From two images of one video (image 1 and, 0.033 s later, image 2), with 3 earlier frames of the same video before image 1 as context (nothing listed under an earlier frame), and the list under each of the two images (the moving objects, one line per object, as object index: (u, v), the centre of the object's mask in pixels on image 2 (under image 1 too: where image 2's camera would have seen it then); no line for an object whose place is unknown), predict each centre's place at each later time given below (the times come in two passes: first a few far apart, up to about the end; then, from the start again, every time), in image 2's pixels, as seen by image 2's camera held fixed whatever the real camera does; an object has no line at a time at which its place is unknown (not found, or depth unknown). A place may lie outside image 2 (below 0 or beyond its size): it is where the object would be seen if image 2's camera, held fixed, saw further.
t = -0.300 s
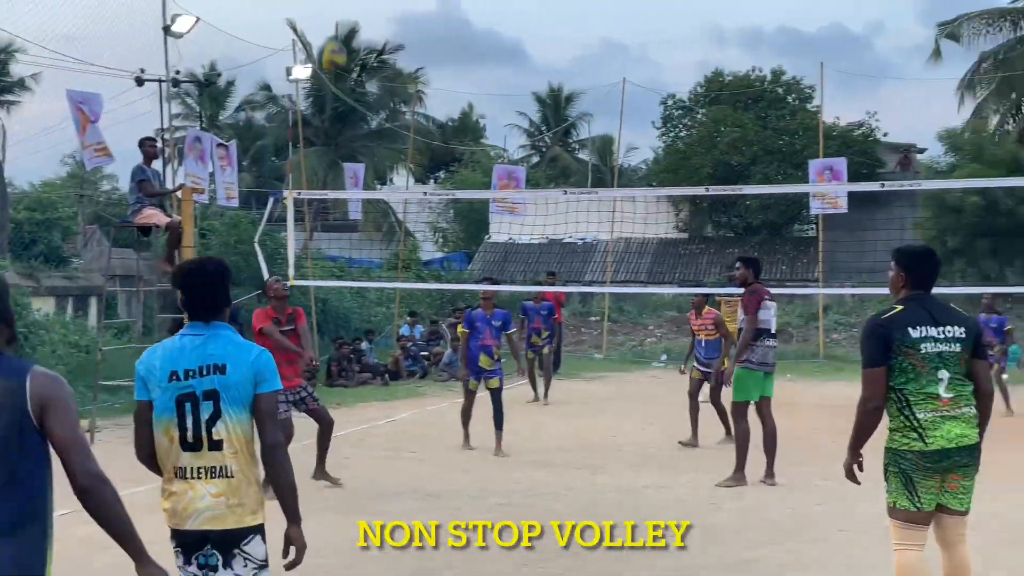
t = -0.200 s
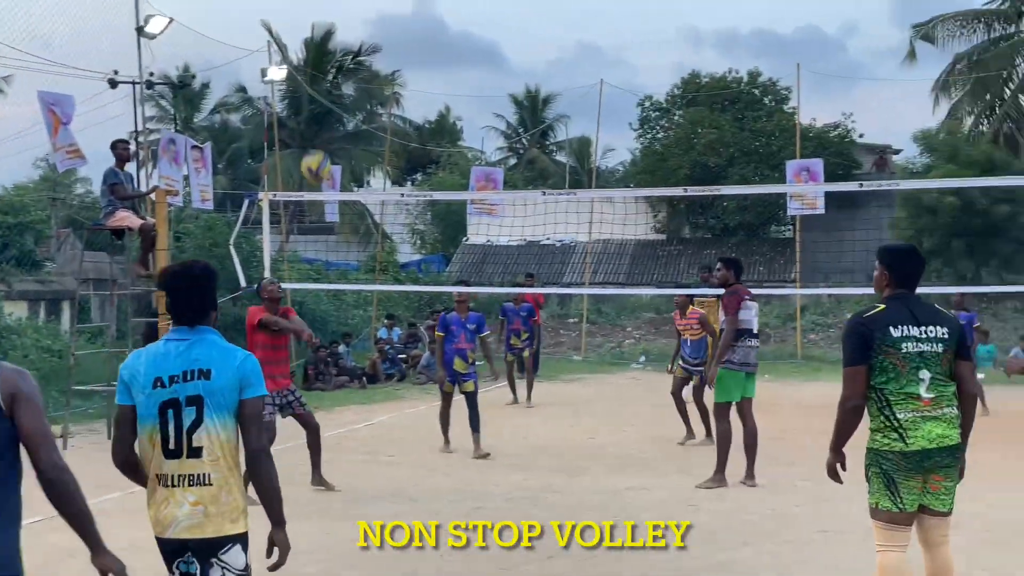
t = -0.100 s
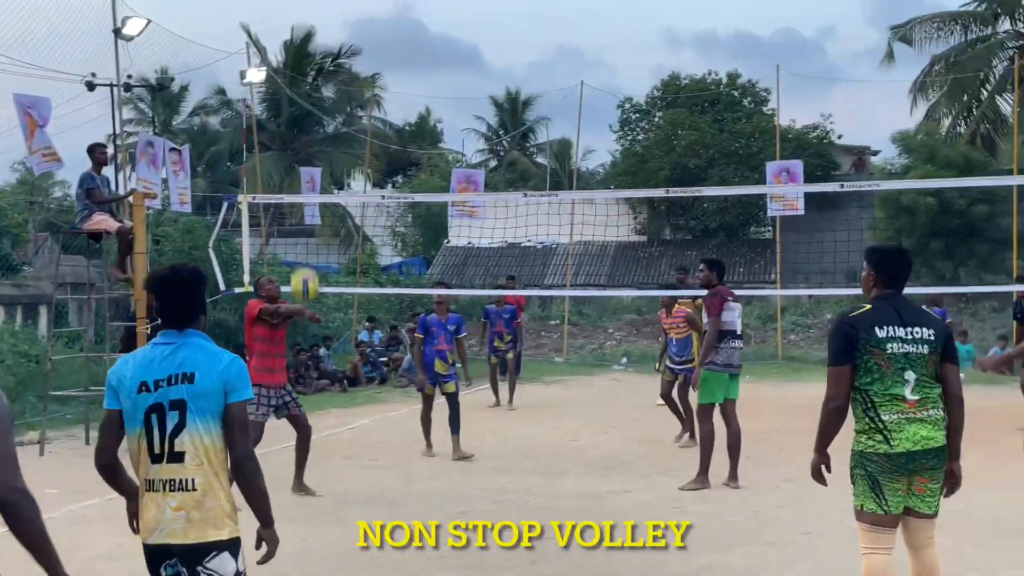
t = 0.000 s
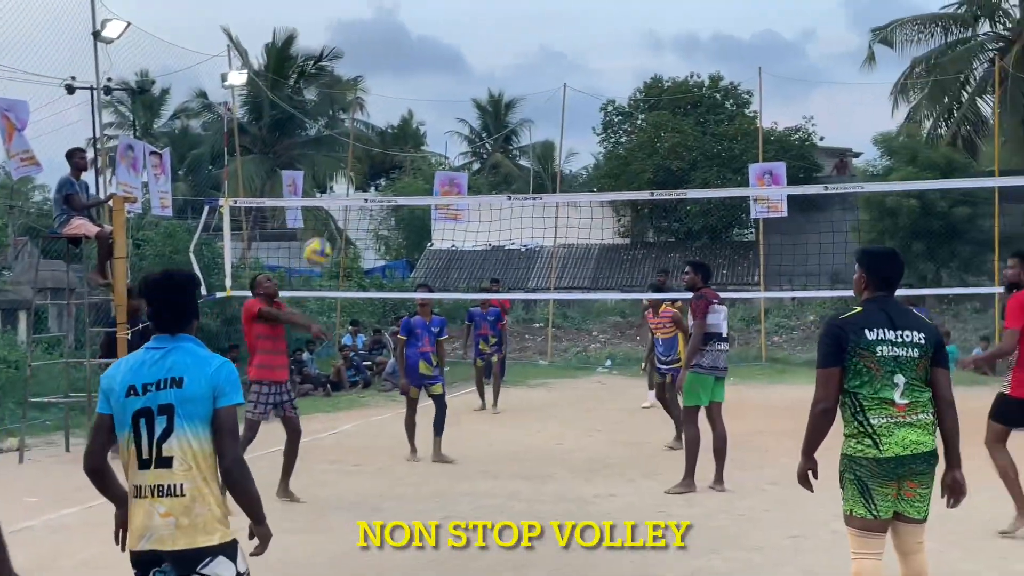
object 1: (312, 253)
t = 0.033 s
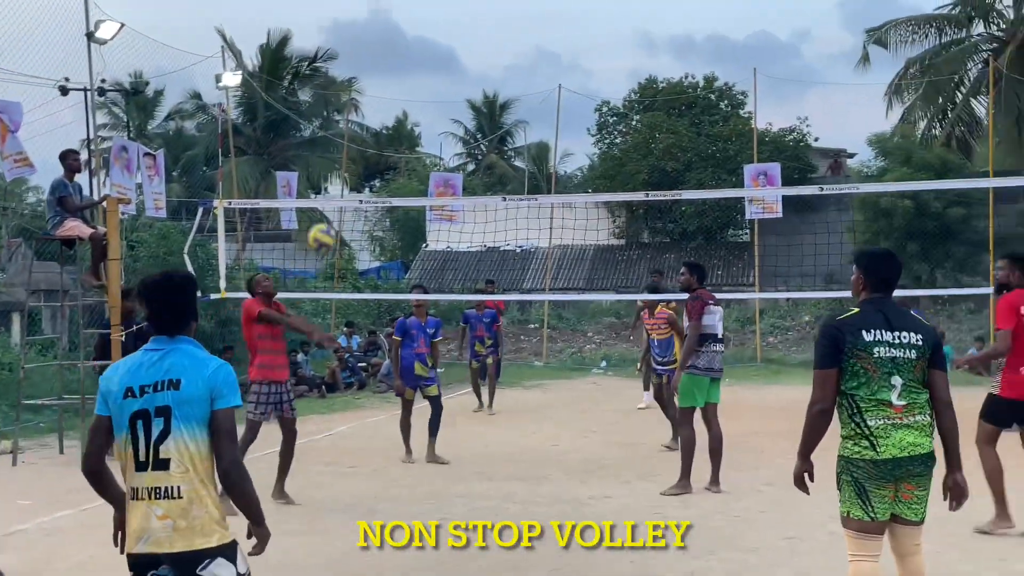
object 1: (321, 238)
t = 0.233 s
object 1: (377, 178)
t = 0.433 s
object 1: (428, 168)
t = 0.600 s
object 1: (465, 190)
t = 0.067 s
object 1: (331, 224)
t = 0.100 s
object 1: (341, 211)
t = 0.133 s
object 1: (351, 200)
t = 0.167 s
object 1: (361, 190)
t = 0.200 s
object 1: (369, 183)
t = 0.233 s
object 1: (377, 178)
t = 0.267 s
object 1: (386, 172)
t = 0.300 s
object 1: (395, 169)
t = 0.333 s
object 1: (404, 167)
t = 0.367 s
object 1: (412, 166)
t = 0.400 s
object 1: (421, 166)
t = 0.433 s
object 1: (428, 168)
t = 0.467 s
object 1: (435, 172)
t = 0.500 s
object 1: (443, 176)
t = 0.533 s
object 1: (450, 181)
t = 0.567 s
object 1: (458, 186)
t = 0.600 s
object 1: (465, 190)
